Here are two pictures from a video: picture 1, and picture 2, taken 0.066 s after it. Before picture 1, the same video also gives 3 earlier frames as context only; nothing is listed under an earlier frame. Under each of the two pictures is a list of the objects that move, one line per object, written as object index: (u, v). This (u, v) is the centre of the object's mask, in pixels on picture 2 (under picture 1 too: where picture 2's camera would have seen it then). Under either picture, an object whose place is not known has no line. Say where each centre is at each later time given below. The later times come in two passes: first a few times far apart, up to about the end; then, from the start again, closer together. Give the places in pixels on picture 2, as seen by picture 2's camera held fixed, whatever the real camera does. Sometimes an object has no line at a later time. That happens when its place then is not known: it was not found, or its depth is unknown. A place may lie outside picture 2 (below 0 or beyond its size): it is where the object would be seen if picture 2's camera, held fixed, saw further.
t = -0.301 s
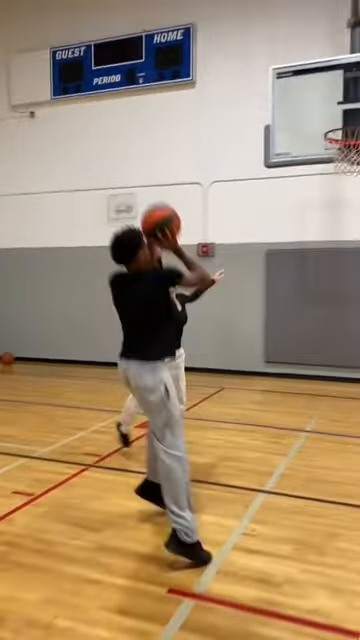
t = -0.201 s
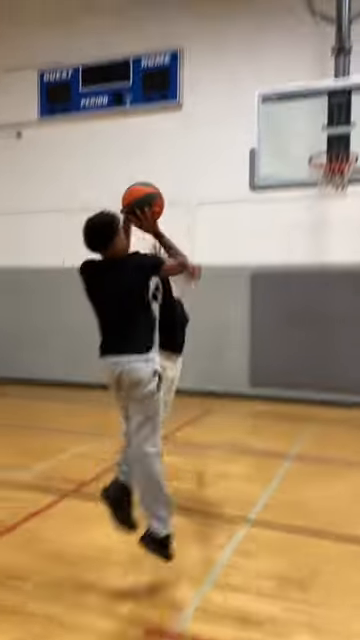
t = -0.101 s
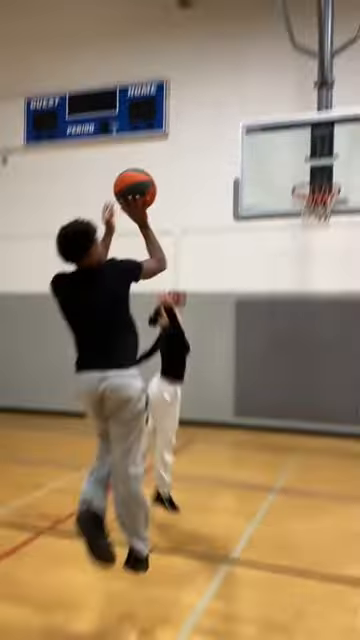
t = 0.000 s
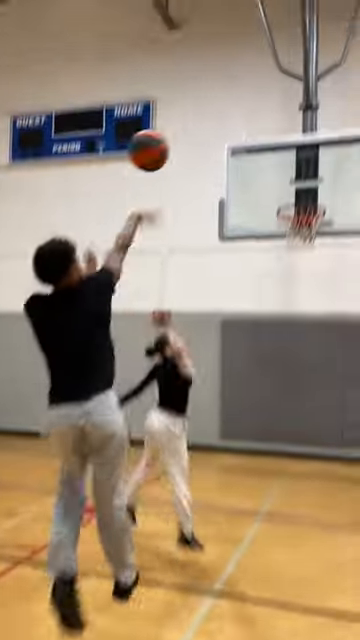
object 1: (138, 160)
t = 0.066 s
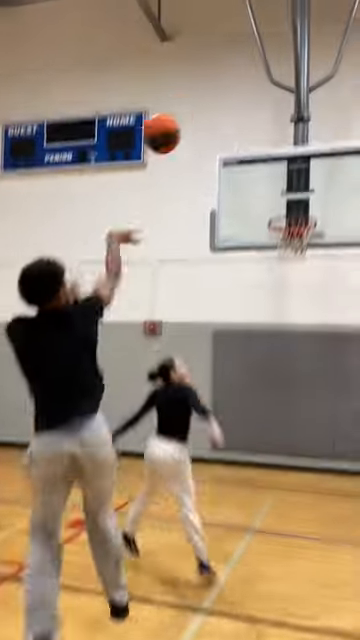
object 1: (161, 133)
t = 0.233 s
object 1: (205, 100)
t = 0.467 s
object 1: (249, 117)
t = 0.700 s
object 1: (282, 183)
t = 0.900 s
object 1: (300, 250)
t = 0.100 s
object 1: (171, 123)
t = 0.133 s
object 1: (180, 114)
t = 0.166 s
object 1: (189, 108)
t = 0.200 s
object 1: (197, 103)
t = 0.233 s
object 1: (205, 100)
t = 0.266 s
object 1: (212, 98)
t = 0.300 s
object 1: (219, 99)
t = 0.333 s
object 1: (226, 100)
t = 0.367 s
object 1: (232, 103)
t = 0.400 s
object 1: (238, 106)
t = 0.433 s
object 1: (244, 111)
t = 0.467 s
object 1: (249, 117)
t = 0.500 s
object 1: (254, 124)
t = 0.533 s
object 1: (260, 132)
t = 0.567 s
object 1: (265, 141)
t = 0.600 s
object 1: (270, 150)
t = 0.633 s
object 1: (274, 160)
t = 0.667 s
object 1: (277, 172)
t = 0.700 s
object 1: (282, 183)
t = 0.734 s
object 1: (286, 196)
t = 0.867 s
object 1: (298, 245)
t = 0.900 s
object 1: (300, 250)
